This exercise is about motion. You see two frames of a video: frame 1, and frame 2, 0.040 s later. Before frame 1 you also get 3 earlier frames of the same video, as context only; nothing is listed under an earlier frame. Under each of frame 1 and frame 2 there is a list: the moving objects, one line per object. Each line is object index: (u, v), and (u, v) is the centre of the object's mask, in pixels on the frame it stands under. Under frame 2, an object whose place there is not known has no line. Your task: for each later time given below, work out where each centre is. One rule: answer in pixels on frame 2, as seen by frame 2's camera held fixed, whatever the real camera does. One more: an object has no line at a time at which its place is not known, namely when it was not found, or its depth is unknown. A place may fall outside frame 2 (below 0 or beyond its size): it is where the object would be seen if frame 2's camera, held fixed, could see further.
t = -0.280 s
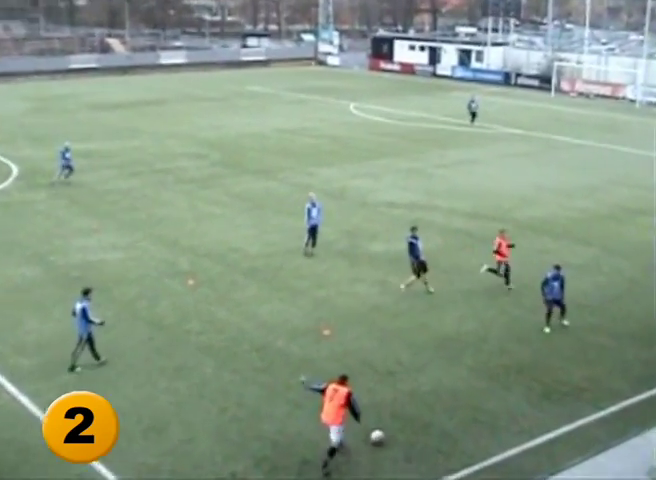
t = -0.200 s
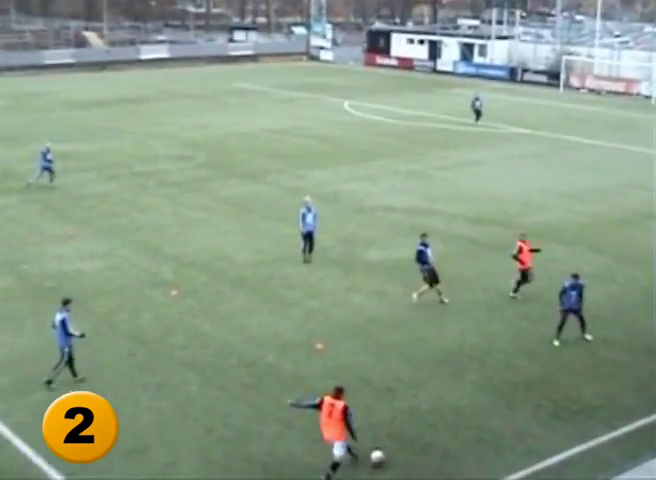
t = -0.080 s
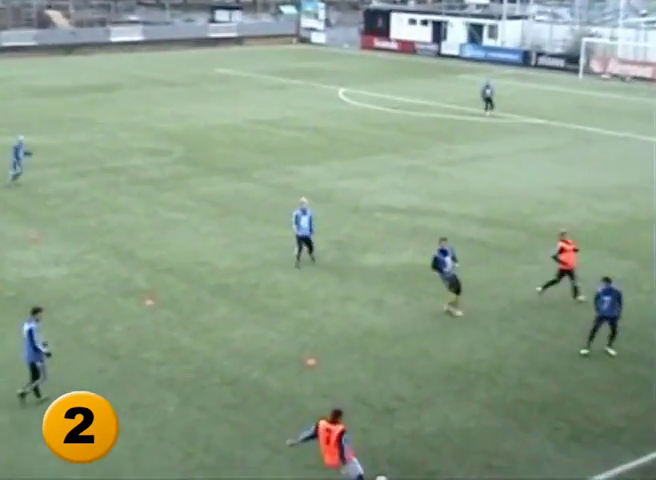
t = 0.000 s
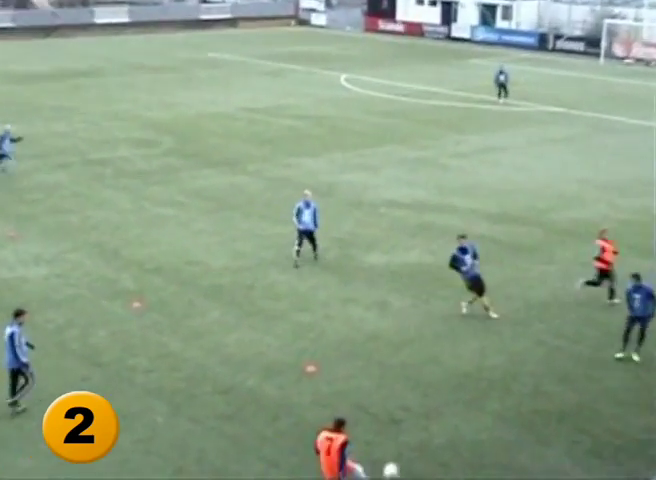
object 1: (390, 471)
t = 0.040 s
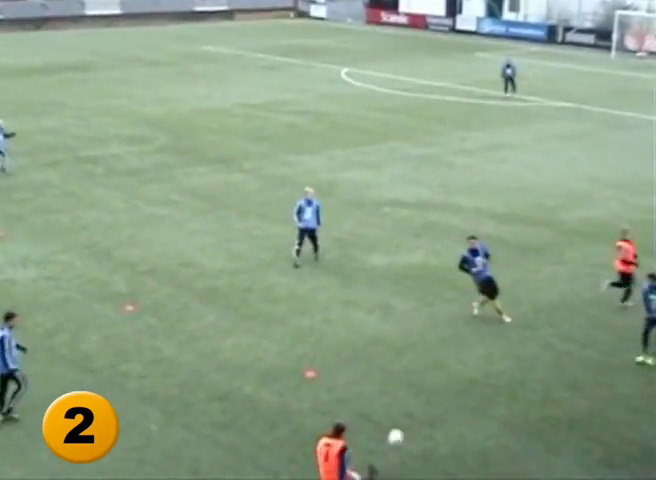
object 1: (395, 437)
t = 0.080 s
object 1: (396, 397)
